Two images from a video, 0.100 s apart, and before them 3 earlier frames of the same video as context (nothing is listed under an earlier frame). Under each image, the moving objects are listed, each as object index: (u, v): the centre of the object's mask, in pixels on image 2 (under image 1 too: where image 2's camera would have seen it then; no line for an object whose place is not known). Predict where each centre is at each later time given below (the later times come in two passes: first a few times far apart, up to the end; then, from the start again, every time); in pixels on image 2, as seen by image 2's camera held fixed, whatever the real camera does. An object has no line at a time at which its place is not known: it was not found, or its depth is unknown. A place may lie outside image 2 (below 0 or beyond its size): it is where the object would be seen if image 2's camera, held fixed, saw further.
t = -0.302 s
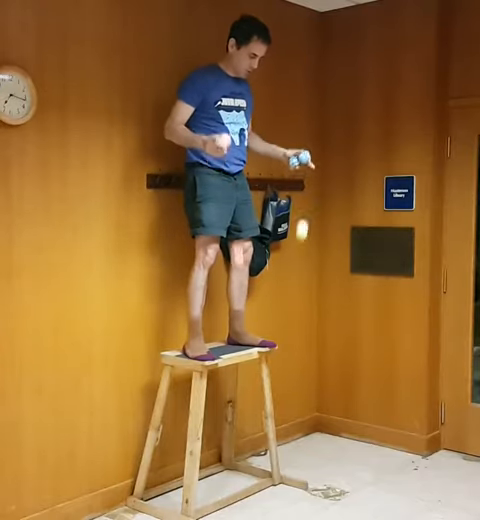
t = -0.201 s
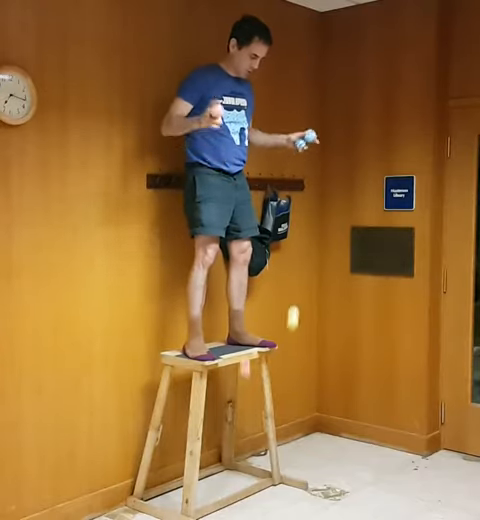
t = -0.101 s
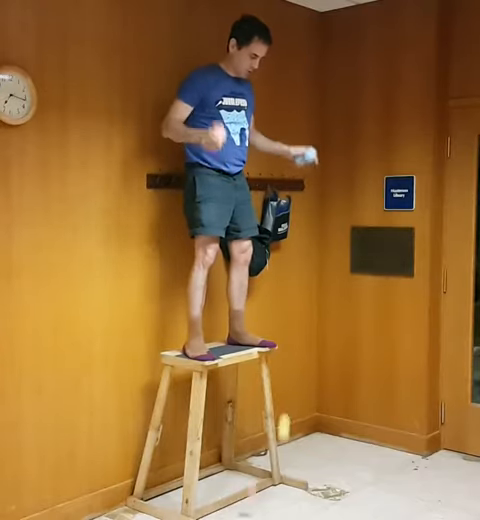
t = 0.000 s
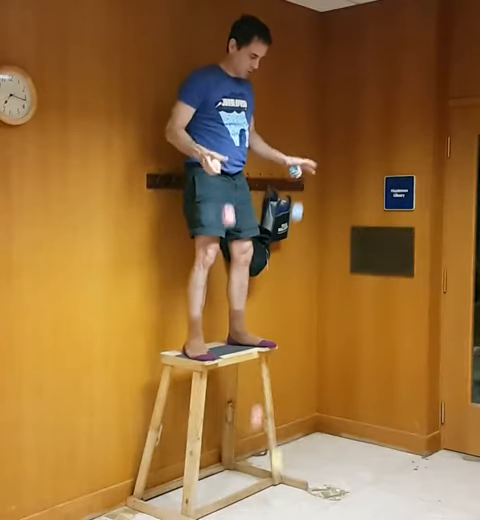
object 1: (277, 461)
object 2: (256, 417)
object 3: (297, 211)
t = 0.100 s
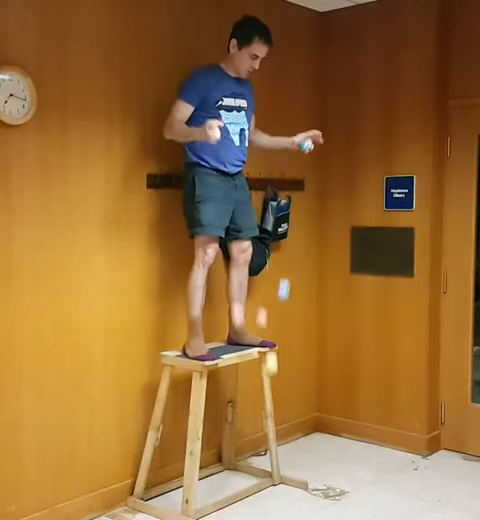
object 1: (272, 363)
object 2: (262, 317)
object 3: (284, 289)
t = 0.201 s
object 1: (266, 281)
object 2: (266, 238)
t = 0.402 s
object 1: (254, 170)
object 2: (276, 136)
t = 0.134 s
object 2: (263, 288)
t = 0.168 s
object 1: (268, 306)
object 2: (265, 263)
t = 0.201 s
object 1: (266, 281)
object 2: (266, 238)
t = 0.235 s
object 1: (264, 257)
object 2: (268, 217)
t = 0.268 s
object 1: (262, 236)
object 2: (270, 196)
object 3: (263, 464)
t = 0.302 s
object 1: (260, 216)
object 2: (271, 177)
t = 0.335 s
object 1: (258, 198)
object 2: (274, 161)
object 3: (257, 464)
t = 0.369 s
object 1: (256, 183)
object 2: (275, 147)
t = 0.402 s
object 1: (254, 170)
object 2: (276, 136)
